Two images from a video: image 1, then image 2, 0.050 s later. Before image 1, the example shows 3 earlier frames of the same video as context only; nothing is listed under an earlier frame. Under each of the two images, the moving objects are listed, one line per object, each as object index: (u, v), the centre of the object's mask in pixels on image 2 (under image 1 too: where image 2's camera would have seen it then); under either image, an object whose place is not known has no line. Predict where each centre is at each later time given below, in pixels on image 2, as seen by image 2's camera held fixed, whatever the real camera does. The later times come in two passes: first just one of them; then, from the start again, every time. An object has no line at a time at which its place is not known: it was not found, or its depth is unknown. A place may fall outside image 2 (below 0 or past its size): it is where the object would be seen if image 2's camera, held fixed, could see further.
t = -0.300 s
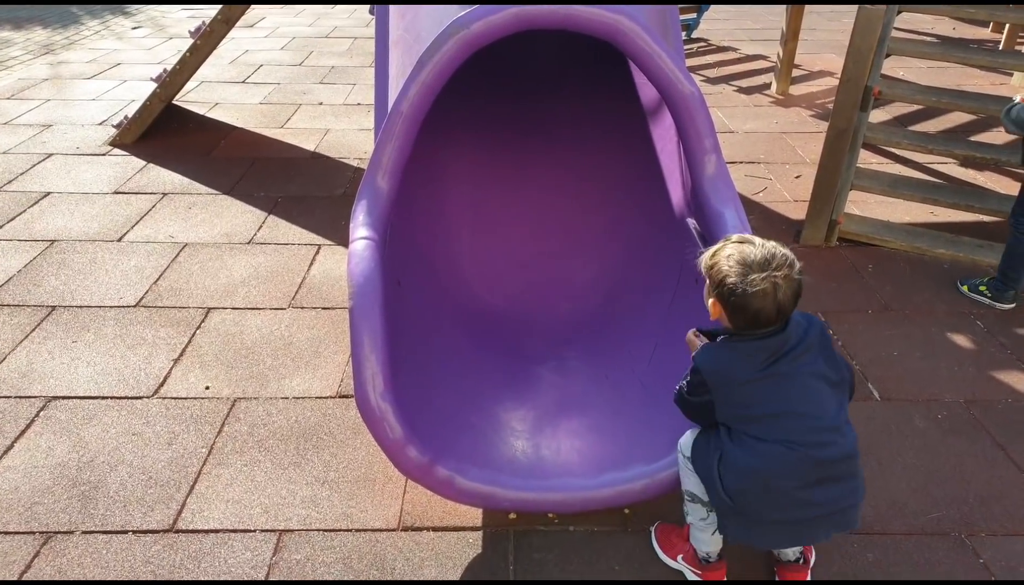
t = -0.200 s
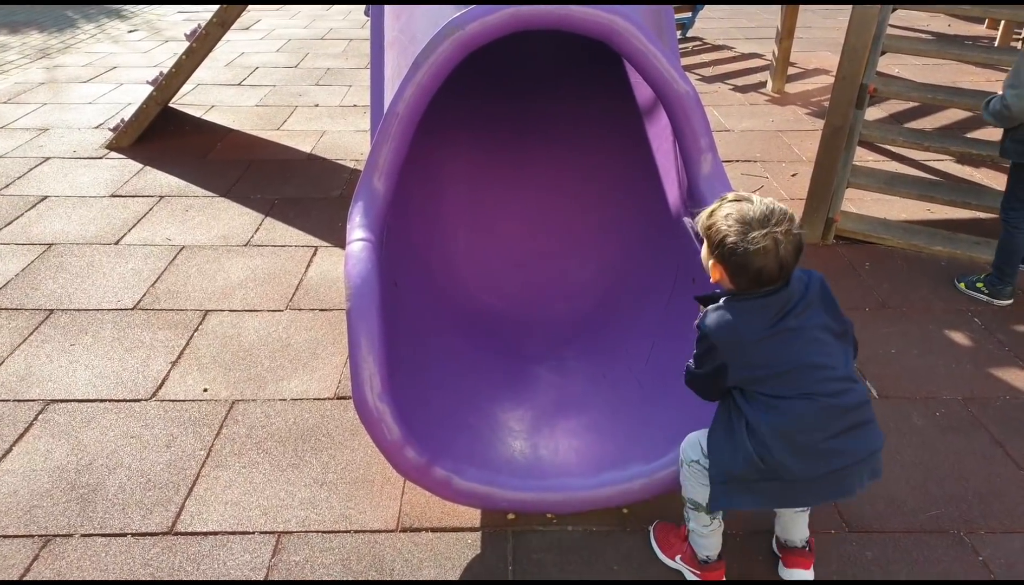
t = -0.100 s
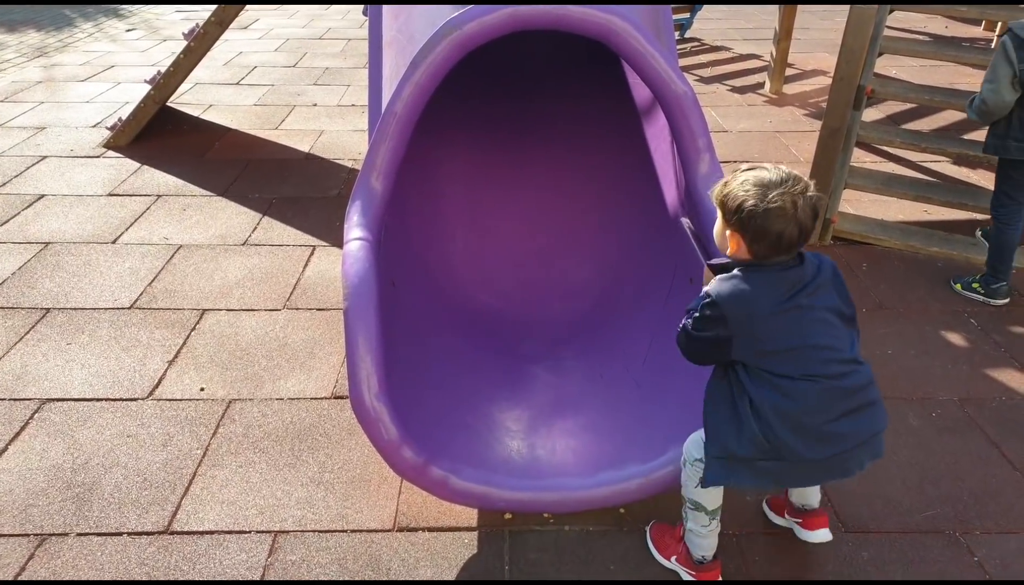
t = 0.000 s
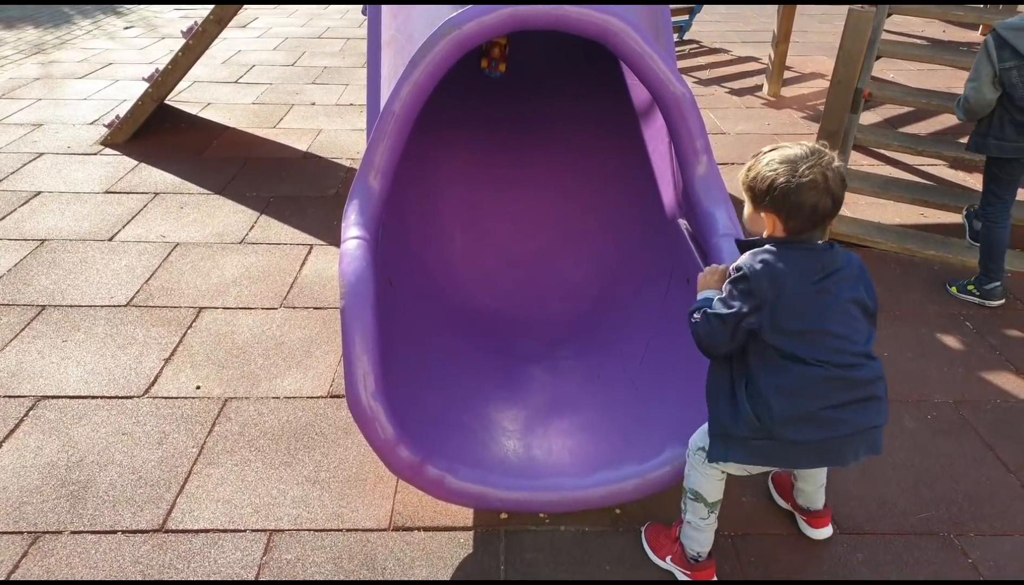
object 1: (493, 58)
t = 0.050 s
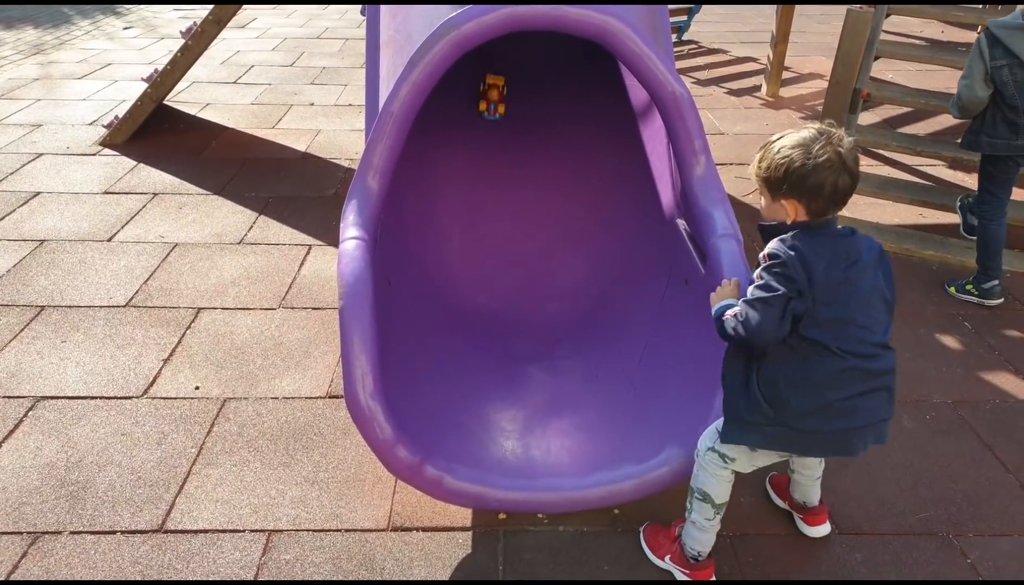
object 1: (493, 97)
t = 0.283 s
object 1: (518, 332)
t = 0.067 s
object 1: (493, 112)
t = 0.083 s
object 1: (493, 128)
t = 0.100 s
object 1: (493, 144)
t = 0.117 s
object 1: (493, 160)
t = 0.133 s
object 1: (494, 177)
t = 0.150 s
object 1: (494, 194)
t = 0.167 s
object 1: (495, 213)
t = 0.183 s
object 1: (496, 231)
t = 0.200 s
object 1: (498, 250)
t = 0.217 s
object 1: (500, 270)
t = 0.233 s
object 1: (503, 289)
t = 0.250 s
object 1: (507, 305)
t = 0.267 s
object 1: (512, 319)
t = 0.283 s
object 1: (518, 332)
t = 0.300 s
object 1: (525, 344)
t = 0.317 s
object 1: (532, 355)
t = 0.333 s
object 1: (539, 366)
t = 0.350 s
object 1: (547, 379)
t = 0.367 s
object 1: (555, 391)
